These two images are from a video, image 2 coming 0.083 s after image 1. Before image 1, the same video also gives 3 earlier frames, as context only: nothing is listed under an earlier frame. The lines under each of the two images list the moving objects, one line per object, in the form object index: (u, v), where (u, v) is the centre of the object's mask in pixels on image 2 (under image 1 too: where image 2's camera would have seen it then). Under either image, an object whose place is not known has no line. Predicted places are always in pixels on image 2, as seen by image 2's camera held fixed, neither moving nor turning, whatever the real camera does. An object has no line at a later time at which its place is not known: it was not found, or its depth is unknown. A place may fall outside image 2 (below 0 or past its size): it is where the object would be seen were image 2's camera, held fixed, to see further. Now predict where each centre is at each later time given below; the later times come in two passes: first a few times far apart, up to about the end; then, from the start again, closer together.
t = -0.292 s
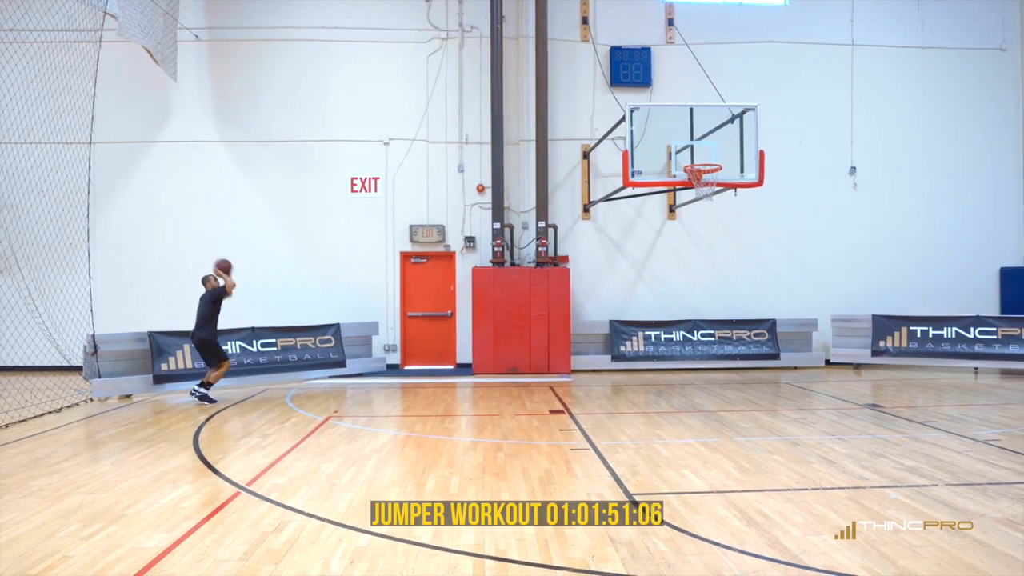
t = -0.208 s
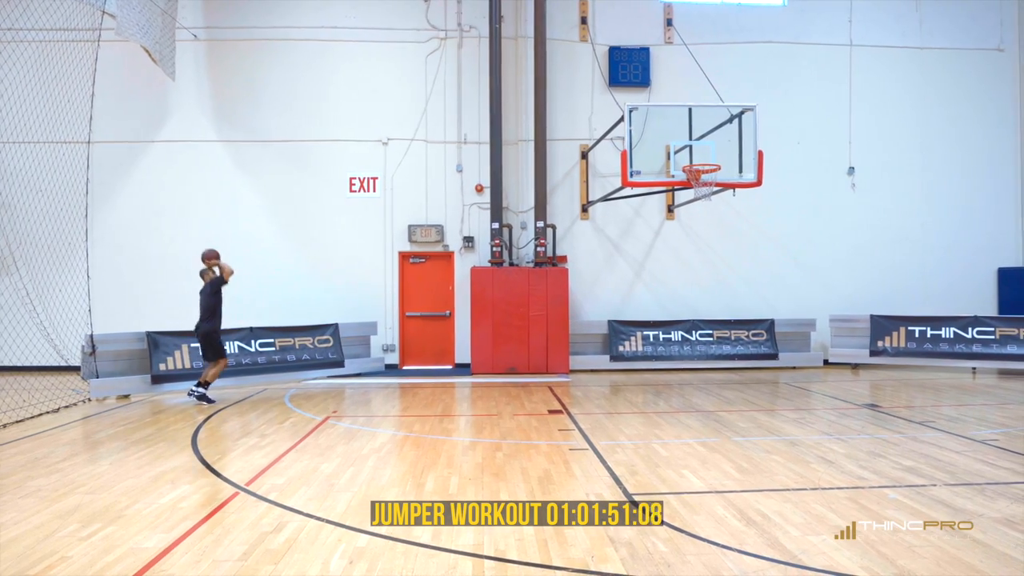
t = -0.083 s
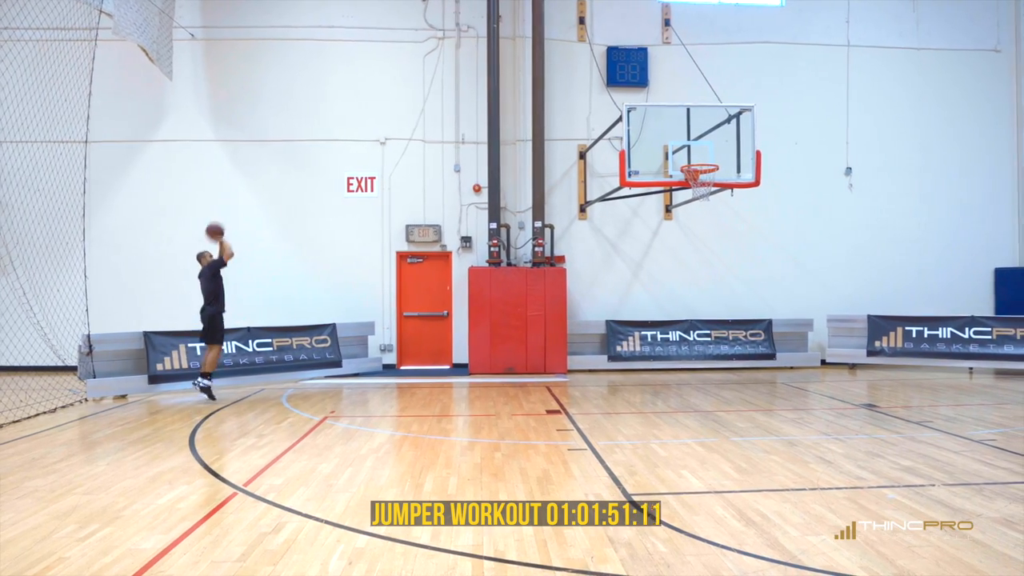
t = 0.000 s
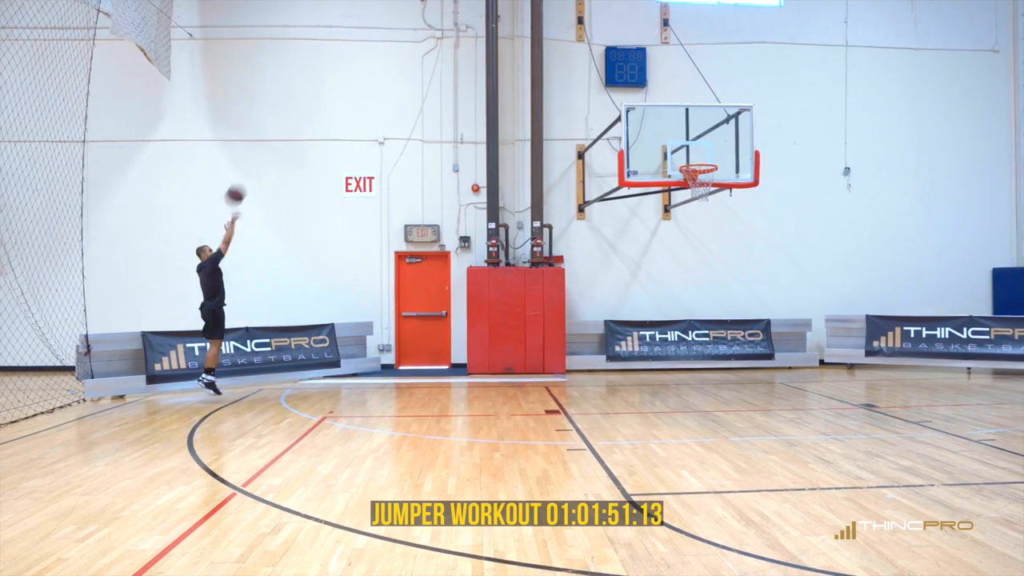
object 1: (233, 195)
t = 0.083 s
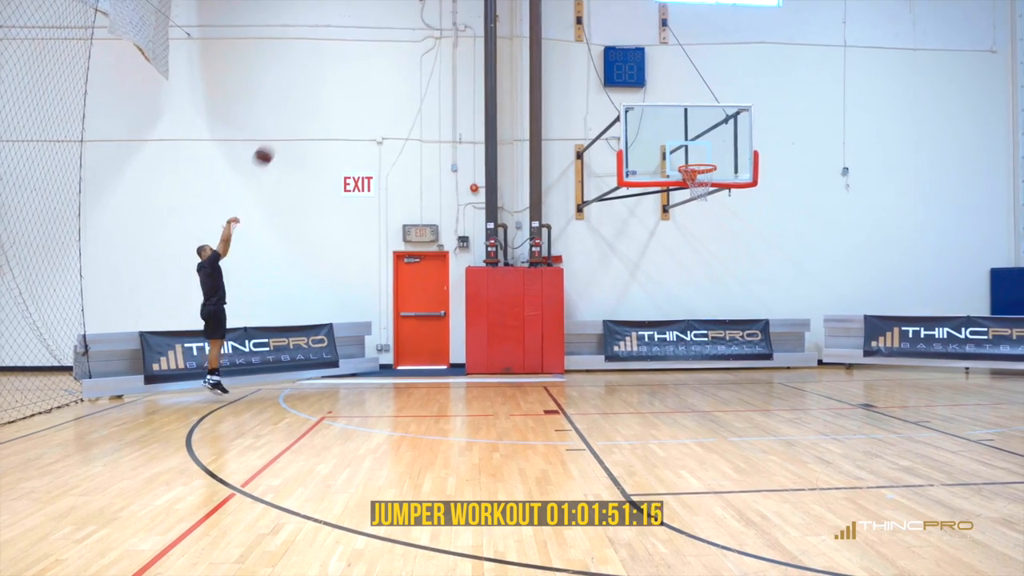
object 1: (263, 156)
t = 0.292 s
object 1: (338, 80)
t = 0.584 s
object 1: (443, 25)
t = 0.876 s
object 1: (548, 32)
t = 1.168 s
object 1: (653, 103)
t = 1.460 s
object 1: (703, 217)
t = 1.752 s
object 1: (681, 374)
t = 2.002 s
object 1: (644, 321)
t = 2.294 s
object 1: (592, 261)
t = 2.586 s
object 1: (535, 271)
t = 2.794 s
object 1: (493, 326)
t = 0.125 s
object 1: (278, 138)
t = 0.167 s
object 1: (293, 122)
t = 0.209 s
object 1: (308, 107)
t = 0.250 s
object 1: (324, 92)
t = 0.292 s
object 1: (338, 80)
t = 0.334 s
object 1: (353, 68)
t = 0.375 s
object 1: (368, 58)
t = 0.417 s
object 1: (383, 49)
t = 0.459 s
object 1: (398, 41)
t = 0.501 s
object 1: (413, 35)
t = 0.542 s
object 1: (428, 29)
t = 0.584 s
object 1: (443, 25)
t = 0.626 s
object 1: (458, 22)
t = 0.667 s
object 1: (473, 21)
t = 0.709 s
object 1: (487, 21)
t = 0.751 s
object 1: (503, 21)
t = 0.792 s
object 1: (517, 23)
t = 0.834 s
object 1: (533, 28)
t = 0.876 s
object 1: (548, 32)
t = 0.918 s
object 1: (563, 38)
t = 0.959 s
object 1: (578, 45)
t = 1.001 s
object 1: (593, 54)
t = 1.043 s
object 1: (609, 64)
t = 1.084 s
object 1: (624, 75)
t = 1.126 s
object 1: (638, 88)
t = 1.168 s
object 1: (653, 103)
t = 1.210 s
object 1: (668, 119)
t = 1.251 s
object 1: (683, 135)
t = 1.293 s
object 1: (699, 153)
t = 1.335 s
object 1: (710, 172)
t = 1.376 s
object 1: (706, 186)
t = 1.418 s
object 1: (706, 201)
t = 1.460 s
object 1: (703, 217)
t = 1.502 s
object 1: (700, 234)
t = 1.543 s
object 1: (697, 253)
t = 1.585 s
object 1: (694, 274)
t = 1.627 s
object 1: (691, 295)
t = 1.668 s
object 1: (688, 321)
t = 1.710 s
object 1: (685, 347)
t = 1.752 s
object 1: (681, 374)
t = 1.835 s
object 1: (671, 384)
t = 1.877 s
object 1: (665, 367)
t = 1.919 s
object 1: (658, 351)
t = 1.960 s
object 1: (651, 335)
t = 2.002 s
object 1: (644, 321)
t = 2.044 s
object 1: (637, 309)
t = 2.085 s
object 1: (630, 297)
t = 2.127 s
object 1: (622, 287)
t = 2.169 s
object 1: (615, 279)
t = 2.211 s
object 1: (607, 272)
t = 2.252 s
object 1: (600, 266)
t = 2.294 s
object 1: (592, 261)
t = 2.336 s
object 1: (584, 259)
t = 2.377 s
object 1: (576, 257)
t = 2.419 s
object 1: (568, 257)
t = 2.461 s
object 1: (558, 258)
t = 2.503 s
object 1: (551, 261)
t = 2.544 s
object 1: (543, 265)
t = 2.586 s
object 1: (535, 271)
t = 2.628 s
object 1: (527, 279)
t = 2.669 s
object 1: (518, 288)
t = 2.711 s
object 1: (510, 299)
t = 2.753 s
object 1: (501, 312)
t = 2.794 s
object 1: (493, 326)
